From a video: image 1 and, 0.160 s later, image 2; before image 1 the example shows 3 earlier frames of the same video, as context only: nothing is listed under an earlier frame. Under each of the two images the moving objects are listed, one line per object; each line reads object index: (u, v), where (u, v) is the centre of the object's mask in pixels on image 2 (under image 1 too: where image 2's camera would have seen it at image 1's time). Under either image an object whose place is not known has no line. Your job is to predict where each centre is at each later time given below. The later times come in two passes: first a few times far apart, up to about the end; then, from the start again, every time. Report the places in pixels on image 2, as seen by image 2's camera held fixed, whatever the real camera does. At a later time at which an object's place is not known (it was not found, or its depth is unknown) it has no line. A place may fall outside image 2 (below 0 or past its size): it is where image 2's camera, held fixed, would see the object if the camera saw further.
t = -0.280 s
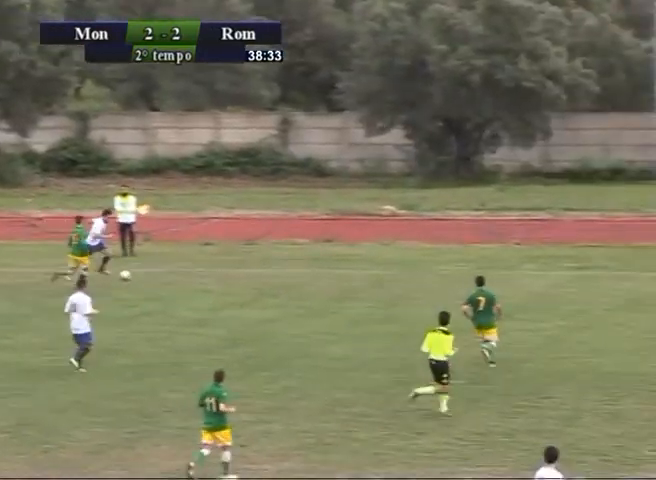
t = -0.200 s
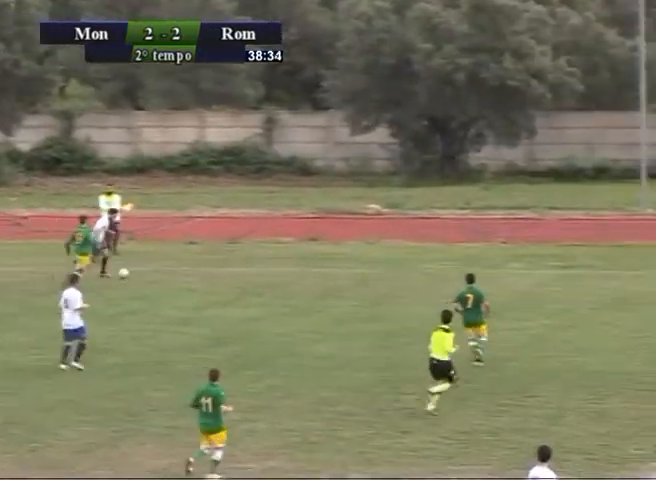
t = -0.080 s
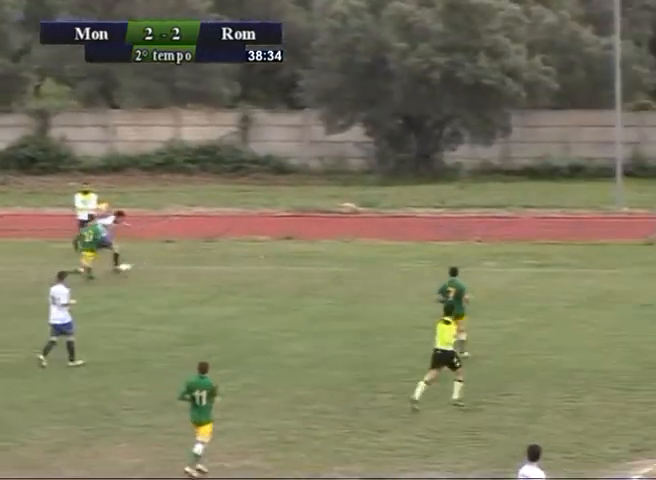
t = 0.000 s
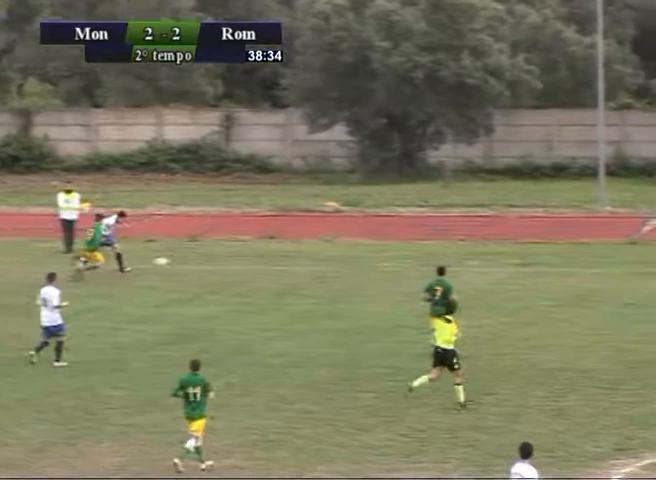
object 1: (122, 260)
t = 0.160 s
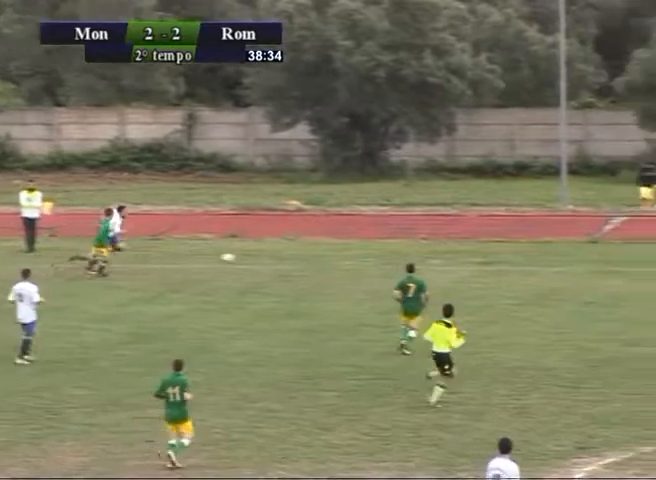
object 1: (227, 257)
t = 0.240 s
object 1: (277, 260)
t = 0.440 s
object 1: (403, 276)
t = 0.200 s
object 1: (253, 258)
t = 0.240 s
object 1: (277, 260)
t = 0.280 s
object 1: (303, 261)
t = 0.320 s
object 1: (328, 264)
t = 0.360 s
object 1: (353, 267)
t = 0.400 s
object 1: (378, 272)
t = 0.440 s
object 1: (403, 276)
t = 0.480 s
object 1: (422, 272)
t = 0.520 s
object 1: (446, 270)
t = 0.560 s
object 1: (467, 271)
